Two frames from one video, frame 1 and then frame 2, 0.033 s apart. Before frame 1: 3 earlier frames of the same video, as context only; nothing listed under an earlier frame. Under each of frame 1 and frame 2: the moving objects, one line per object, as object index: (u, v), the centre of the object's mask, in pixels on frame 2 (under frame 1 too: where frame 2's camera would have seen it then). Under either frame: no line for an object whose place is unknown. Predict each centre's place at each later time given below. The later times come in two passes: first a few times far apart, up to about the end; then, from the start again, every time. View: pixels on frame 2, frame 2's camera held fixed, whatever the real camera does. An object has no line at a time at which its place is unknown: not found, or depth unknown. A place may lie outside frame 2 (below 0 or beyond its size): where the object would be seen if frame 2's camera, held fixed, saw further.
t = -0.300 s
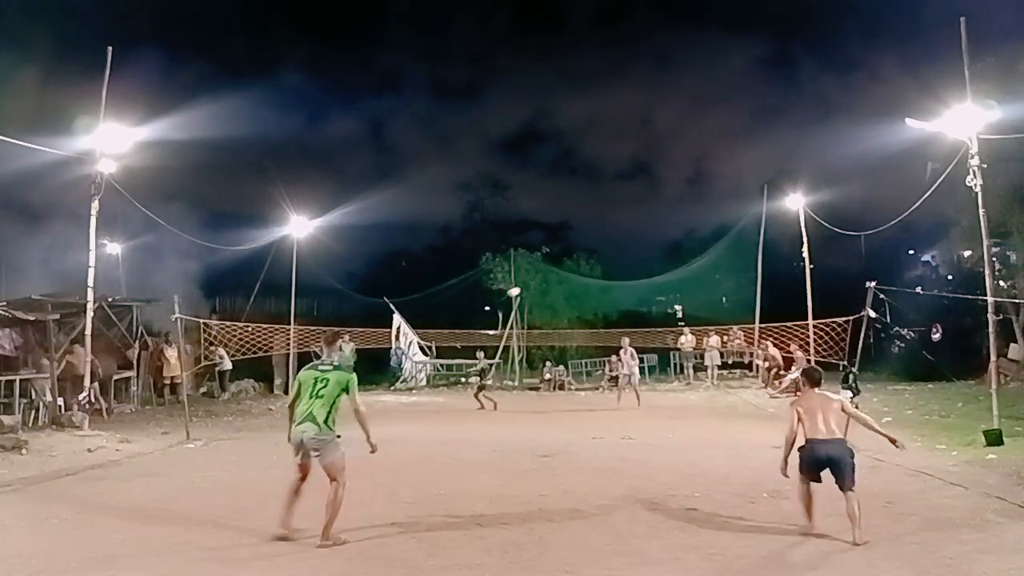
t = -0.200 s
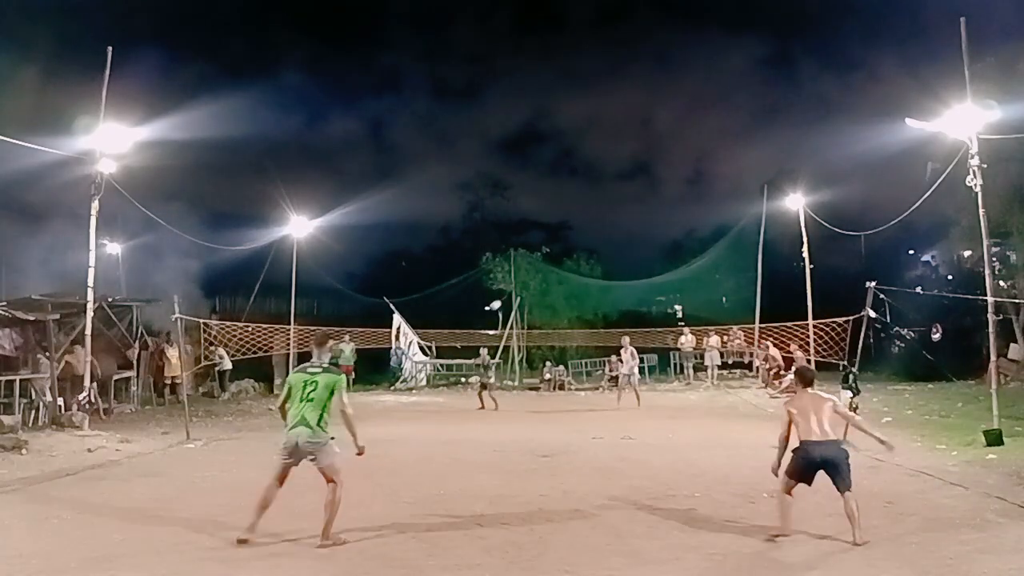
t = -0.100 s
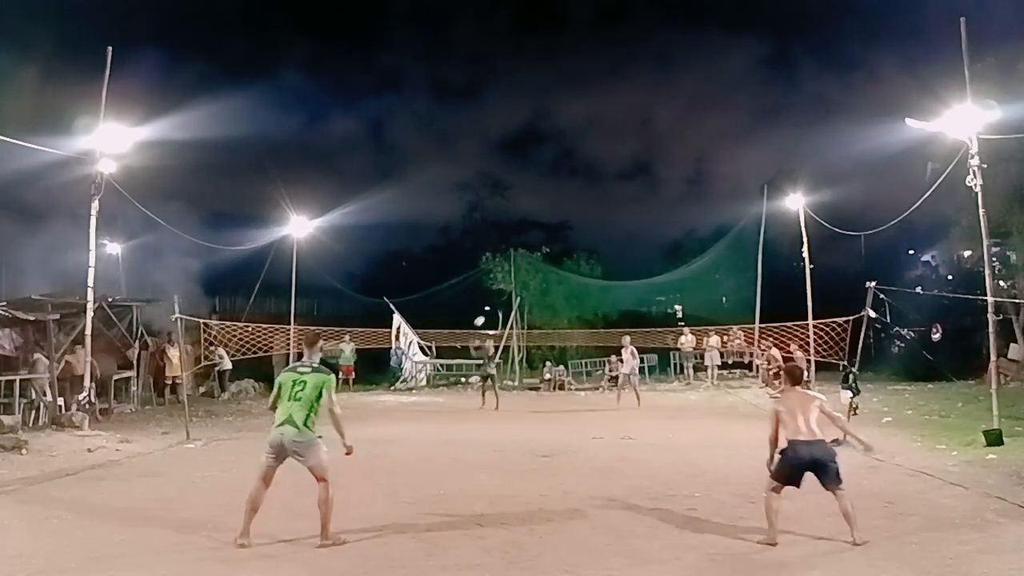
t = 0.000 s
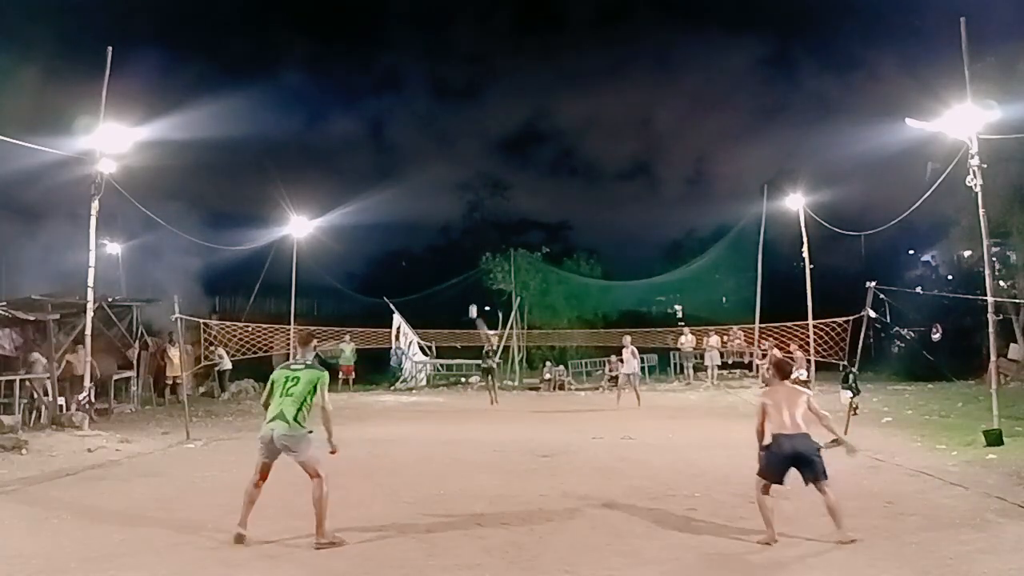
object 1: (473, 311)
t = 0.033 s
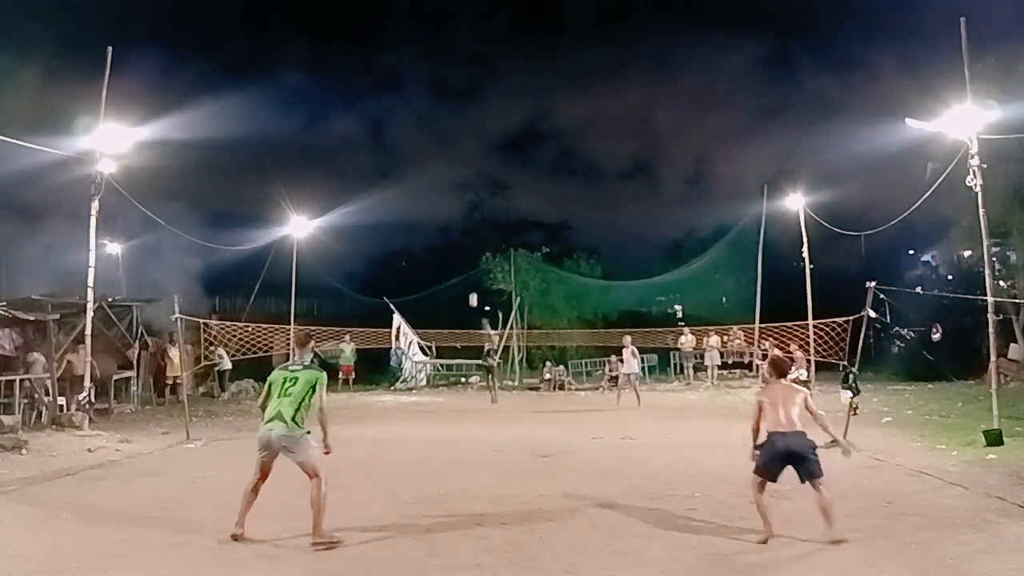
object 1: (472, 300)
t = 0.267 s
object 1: (473, 226)
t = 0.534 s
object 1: (467, 156)
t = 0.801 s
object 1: (455, 111)
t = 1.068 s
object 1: (428, 123)
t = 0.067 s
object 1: (473, 289)
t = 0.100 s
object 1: (473, 278)
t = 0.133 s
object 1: (473, 267)
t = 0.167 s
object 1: (473, 256)
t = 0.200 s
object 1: (473, 246)
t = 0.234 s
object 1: (473, 236)
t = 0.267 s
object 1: (473, 226)
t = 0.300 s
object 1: (472, 216)
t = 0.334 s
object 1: (472, 207)
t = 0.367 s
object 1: (472, 198)
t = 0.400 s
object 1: (471, 188)
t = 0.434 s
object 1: (470, 180)
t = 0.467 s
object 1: (469, 171)
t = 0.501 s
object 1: (468, 163)
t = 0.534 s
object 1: (467, 156)
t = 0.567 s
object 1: (466, 148)
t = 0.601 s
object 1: (465, 141)
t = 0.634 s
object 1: (464, 135)
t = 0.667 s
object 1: (462, 128)
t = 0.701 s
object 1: (461, 124)
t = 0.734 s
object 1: (459, 119)
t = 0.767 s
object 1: (457, 115)
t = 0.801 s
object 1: (455, 111)
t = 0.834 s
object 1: (453, 109)
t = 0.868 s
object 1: (450, 107)
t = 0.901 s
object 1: (447, 106)
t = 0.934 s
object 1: (444, 107)
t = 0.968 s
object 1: (440, 108)
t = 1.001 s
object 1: (437, 111)
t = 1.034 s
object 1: (432, 116)
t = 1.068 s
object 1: (428, 123)
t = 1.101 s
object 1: (423, 131)
